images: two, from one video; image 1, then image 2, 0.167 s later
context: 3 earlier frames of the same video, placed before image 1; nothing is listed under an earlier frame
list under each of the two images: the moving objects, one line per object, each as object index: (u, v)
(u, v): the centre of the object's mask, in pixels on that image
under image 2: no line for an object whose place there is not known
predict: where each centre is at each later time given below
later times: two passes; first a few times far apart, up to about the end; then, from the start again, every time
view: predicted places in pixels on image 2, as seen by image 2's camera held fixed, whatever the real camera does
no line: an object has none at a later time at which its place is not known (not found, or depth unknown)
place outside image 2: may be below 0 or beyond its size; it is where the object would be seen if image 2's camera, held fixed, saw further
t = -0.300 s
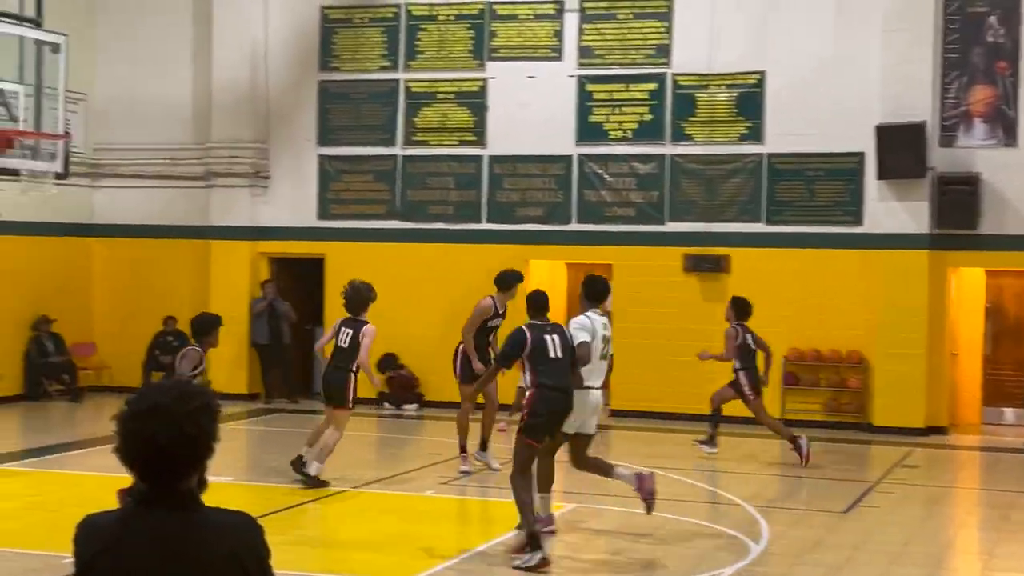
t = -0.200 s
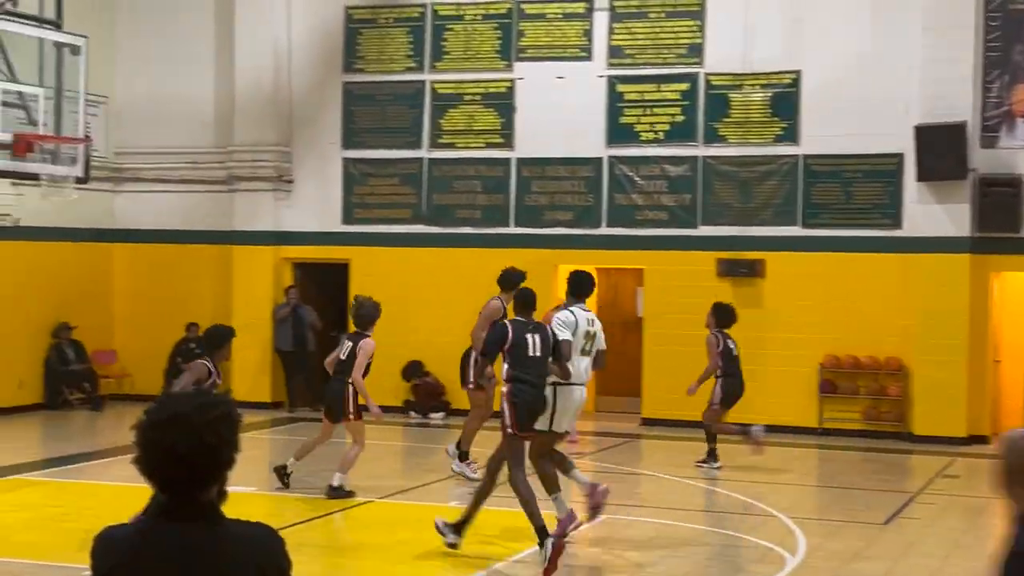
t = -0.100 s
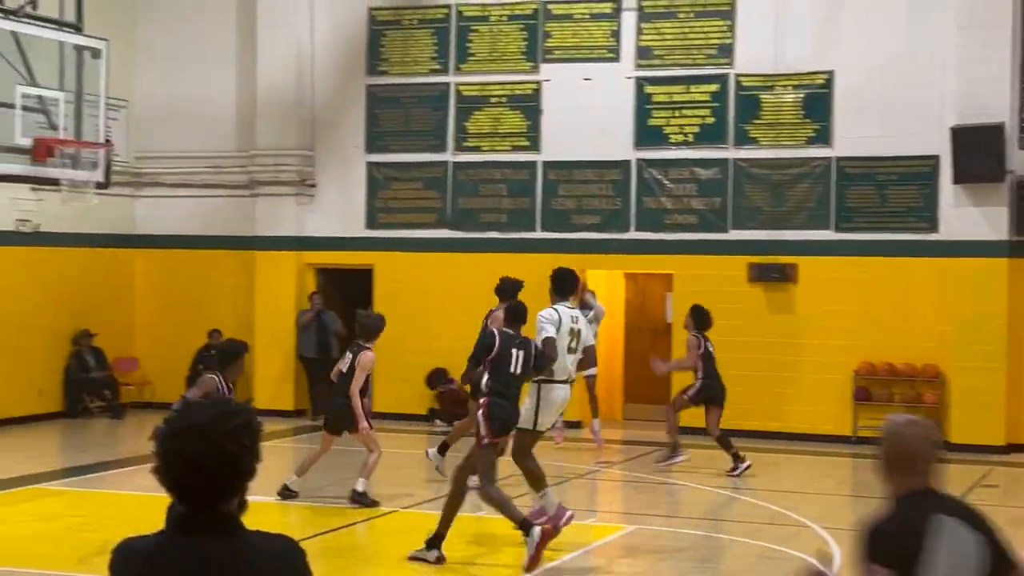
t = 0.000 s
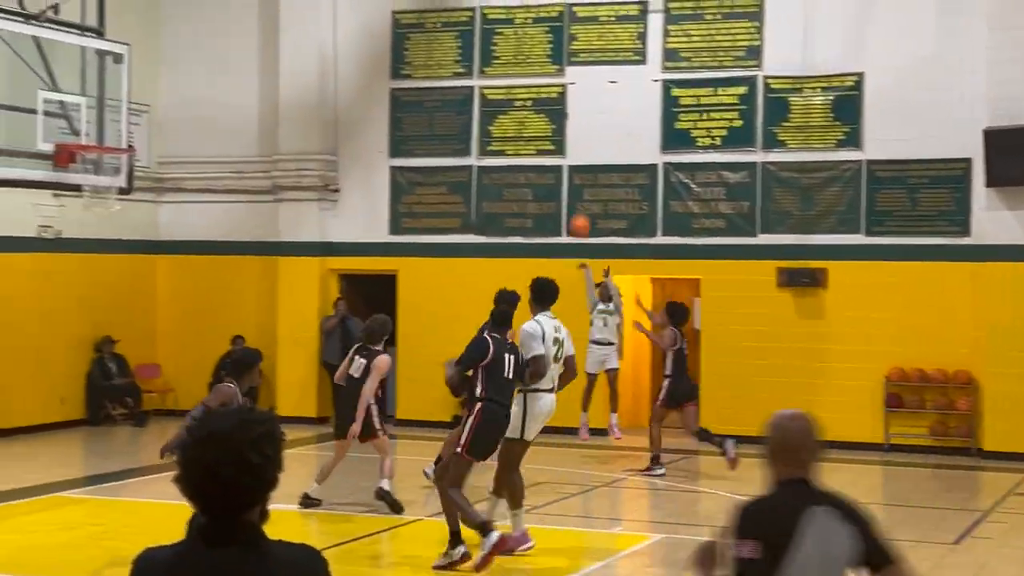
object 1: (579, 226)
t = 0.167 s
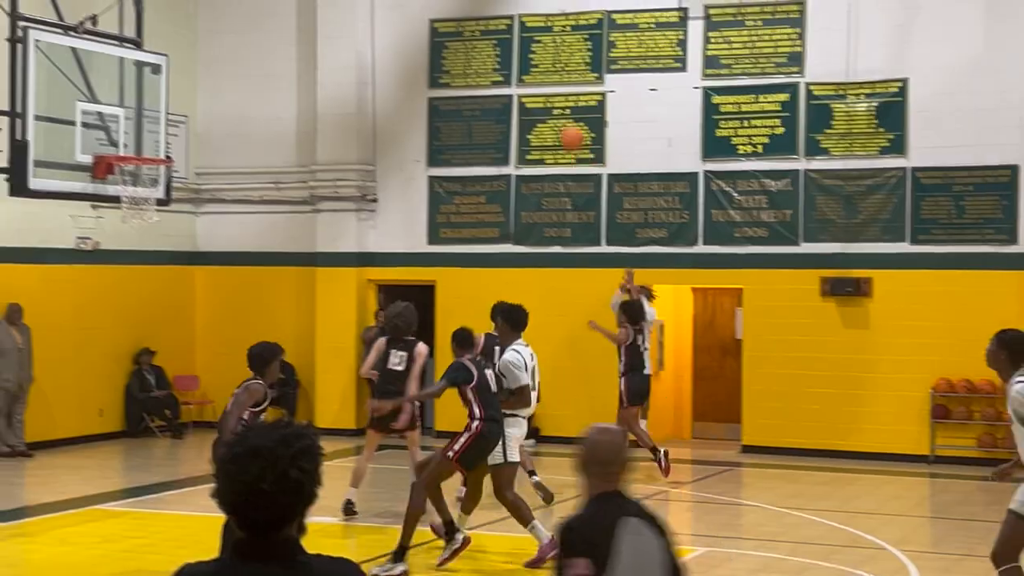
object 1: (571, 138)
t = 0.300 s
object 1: (530, 74)
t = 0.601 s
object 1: (429, -15)
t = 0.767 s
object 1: (366, -27)
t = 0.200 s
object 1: (561, 120)
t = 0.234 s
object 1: (551, 104)
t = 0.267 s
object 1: (541, 88)
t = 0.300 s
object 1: (530, 74)
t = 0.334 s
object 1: (519, 60)
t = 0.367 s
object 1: (509, 48)
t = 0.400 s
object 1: (498, 35)
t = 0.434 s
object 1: (486, 25)
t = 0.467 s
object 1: (475, 14)
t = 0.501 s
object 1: (464, 6)
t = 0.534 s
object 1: (452, -3)
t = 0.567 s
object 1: (440, -9)
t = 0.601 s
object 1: (429, -15)
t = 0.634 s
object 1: (416, -18)
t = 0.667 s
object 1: (403, -21)
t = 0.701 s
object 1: (391, -24)
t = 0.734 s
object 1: (379, -25)
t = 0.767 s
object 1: (366, -27)
